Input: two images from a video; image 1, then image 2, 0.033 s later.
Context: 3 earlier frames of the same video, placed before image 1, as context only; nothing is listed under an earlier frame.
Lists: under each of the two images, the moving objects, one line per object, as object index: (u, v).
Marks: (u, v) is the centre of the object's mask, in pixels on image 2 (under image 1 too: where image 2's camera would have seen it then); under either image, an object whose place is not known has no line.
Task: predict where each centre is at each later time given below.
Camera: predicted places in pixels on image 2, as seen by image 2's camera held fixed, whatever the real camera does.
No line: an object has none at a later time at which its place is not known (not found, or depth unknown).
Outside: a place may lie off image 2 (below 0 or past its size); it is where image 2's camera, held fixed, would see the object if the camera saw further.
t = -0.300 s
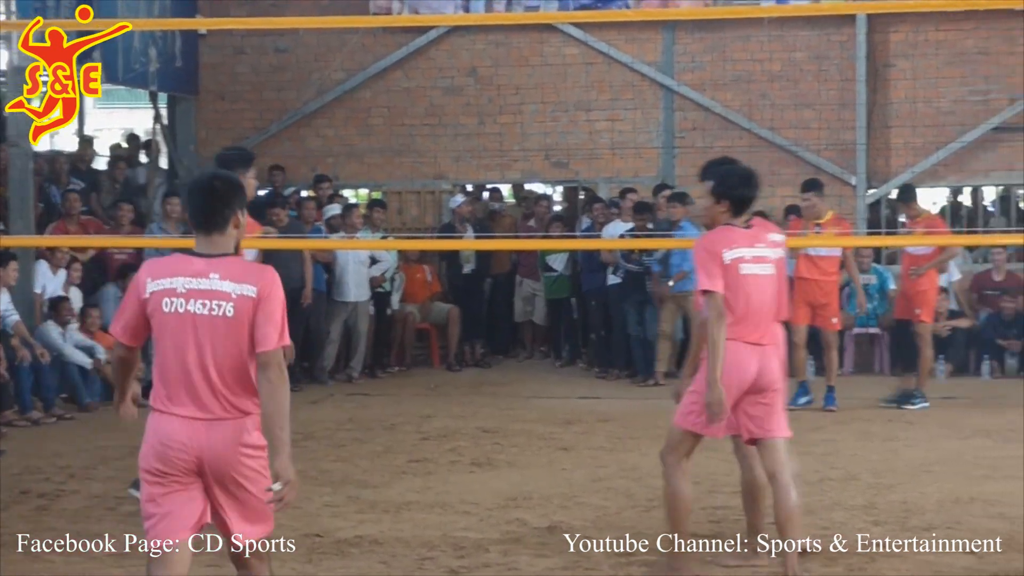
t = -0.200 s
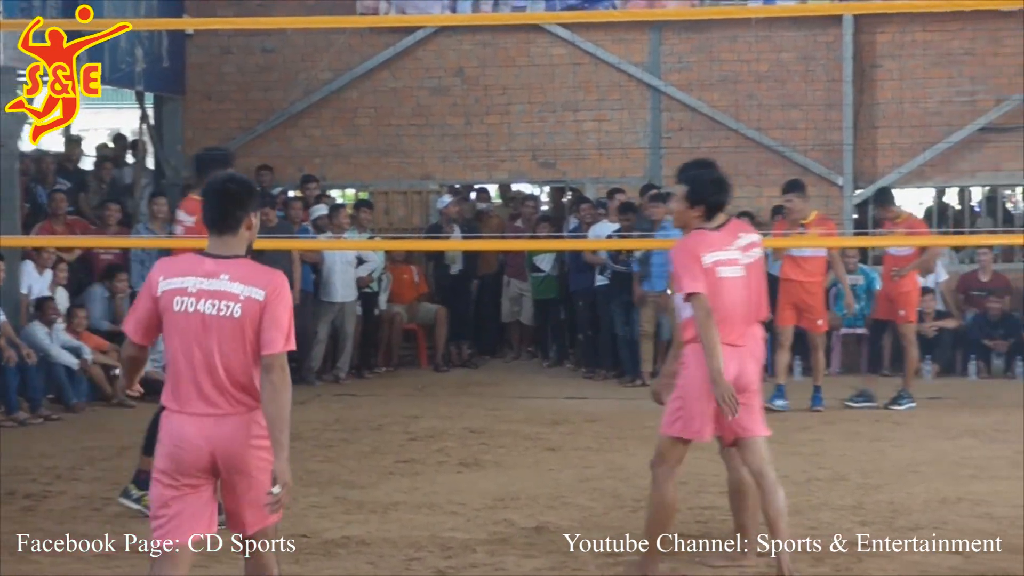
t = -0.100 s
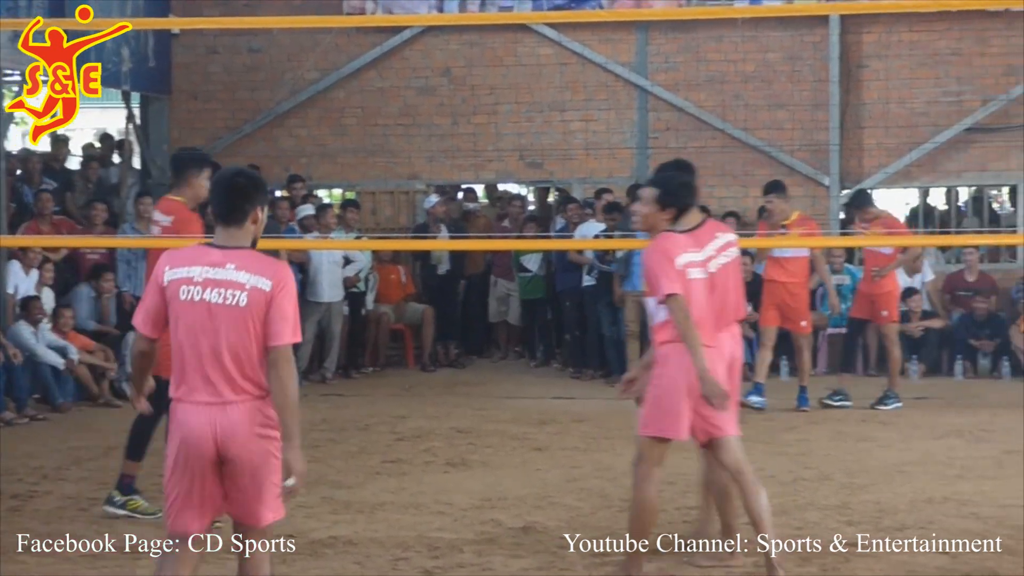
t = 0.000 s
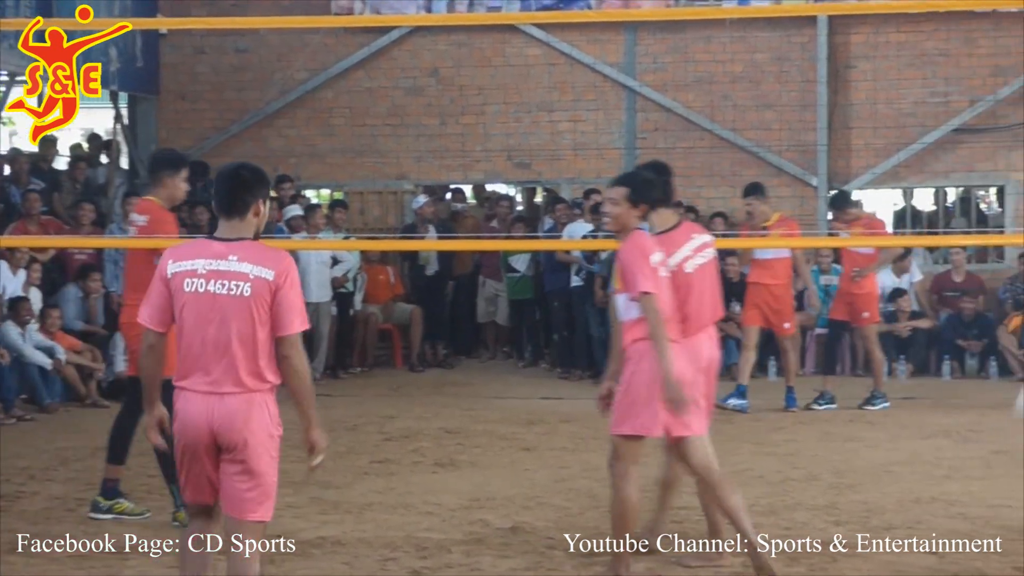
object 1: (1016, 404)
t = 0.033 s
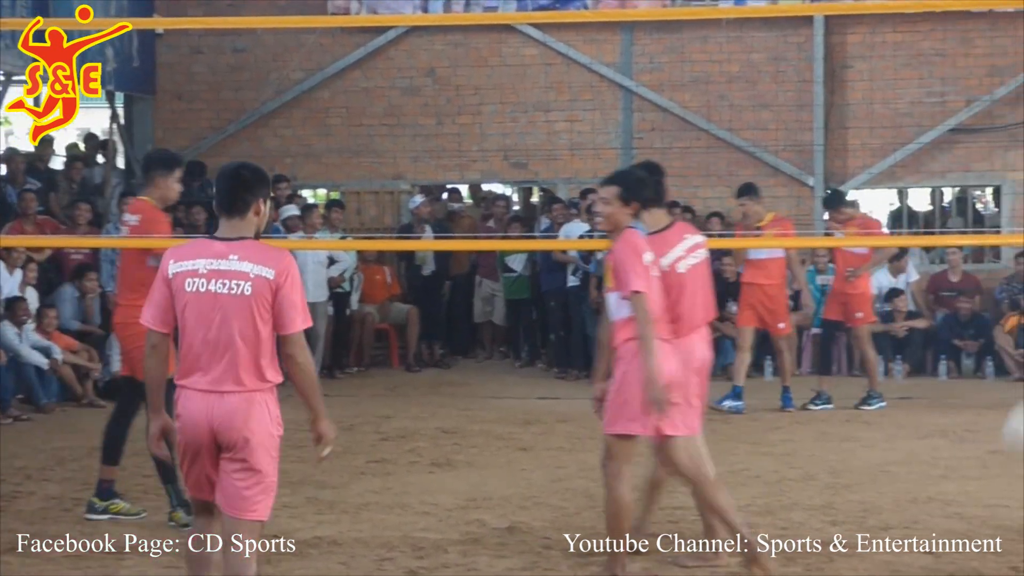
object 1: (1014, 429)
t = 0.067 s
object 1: (1013, 460)
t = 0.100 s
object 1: (1007, 475)
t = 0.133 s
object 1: (1001, 455)
